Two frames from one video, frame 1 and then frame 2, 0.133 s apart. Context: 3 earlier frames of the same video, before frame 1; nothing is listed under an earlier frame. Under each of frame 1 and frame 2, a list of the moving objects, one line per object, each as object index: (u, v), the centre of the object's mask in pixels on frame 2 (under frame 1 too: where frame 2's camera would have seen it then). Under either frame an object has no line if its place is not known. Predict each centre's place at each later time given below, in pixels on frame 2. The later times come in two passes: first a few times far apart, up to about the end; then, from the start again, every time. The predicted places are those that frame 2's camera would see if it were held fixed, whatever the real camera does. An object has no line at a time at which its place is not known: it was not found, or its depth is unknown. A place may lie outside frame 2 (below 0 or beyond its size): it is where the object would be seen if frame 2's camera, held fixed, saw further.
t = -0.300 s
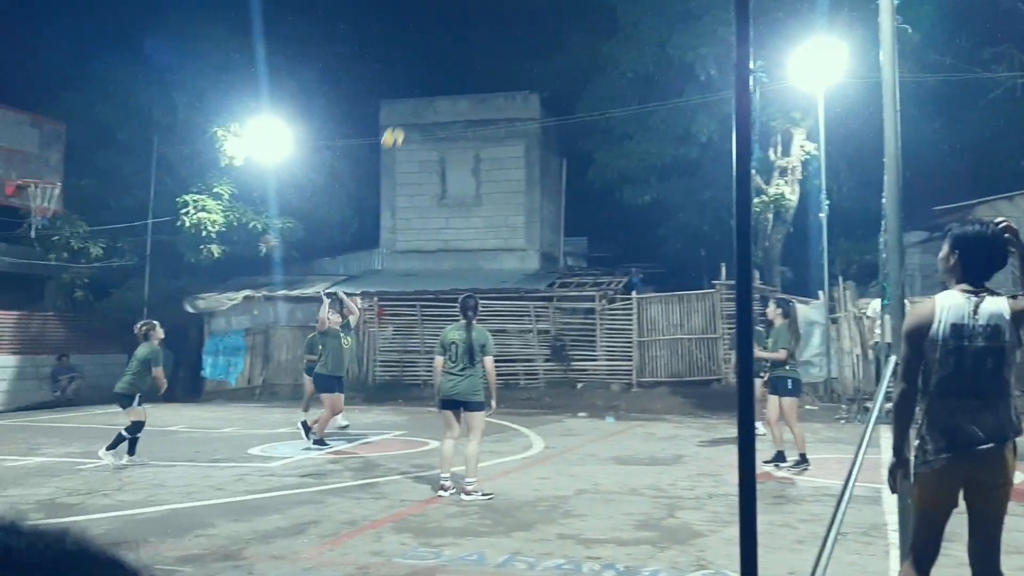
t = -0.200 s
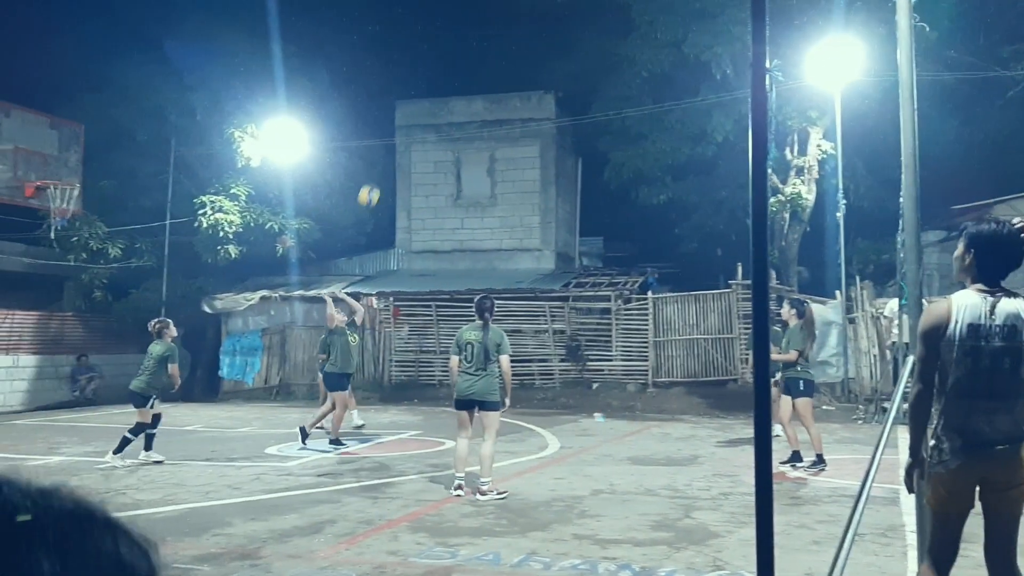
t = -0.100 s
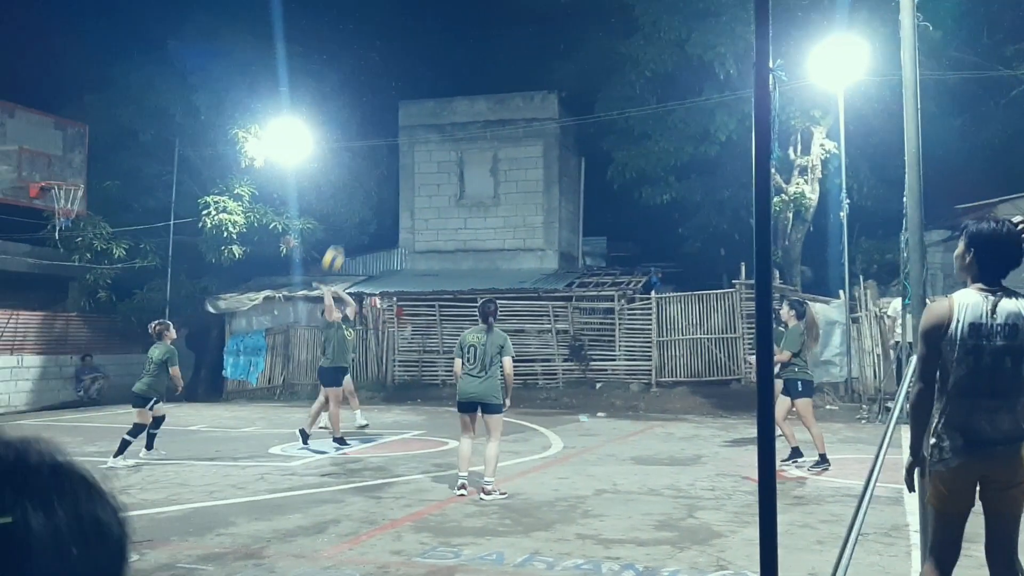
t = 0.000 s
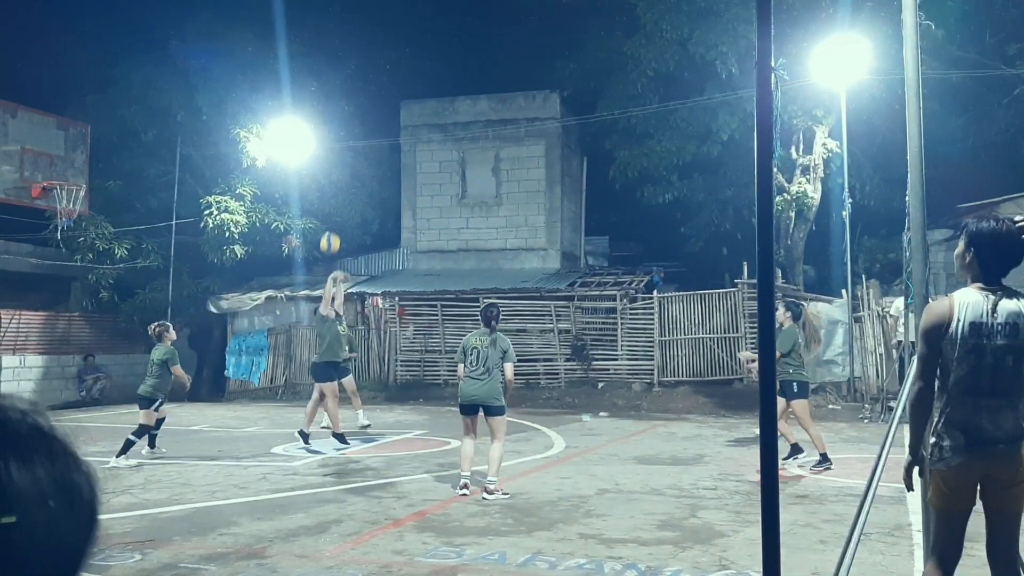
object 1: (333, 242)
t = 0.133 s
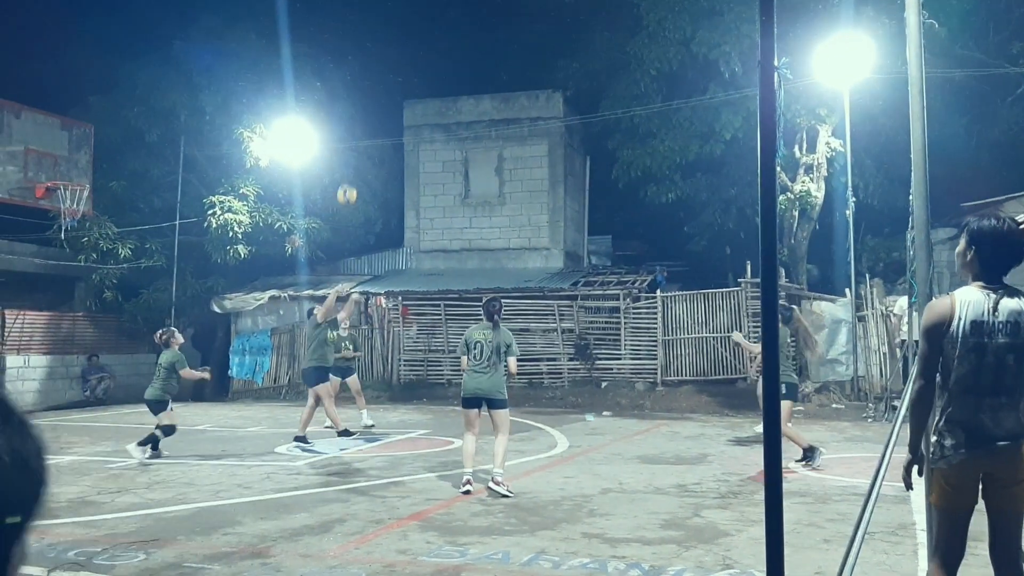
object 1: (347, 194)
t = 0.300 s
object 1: (363, 155)
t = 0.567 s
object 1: (388, 143)
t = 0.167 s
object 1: (350, 185)
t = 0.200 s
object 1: (353, 176)
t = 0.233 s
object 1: (356, 168)
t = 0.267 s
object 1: (360, 161)
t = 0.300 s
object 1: (363, 155)
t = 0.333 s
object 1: (366, 150)
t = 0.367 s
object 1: (370, 147)
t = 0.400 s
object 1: (373, 144)
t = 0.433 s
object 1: (376, 142)
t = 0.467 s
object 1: (379, 140)
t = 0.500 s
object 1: (382, 141)
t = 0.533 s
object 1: (385, 142)
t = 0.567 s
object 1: (388, 143)
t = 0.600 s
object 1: (392, 146)
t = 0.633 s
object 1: (395, 149)
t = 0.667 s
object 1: (398, 154)
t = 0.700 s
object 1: (401, 159)
